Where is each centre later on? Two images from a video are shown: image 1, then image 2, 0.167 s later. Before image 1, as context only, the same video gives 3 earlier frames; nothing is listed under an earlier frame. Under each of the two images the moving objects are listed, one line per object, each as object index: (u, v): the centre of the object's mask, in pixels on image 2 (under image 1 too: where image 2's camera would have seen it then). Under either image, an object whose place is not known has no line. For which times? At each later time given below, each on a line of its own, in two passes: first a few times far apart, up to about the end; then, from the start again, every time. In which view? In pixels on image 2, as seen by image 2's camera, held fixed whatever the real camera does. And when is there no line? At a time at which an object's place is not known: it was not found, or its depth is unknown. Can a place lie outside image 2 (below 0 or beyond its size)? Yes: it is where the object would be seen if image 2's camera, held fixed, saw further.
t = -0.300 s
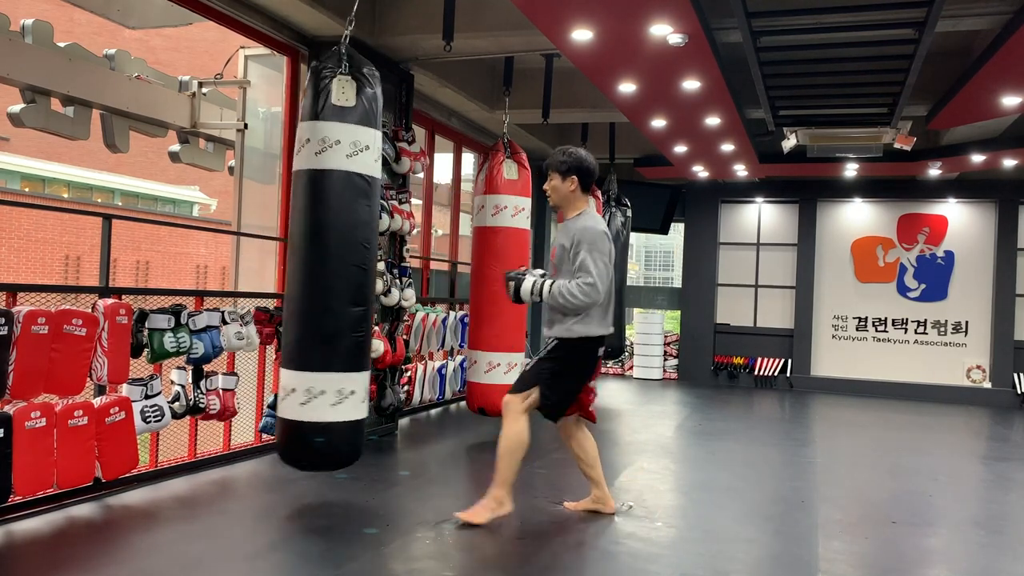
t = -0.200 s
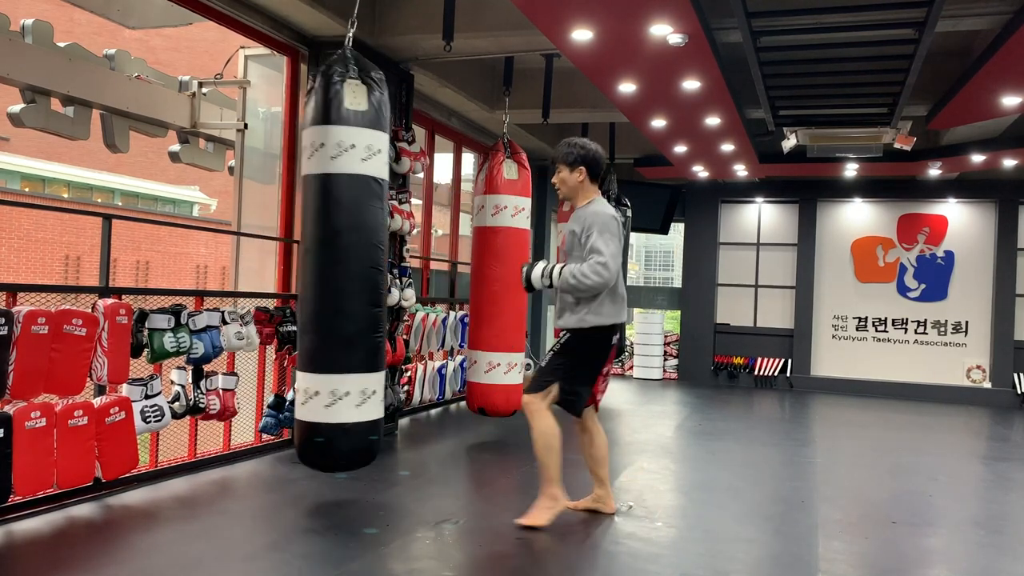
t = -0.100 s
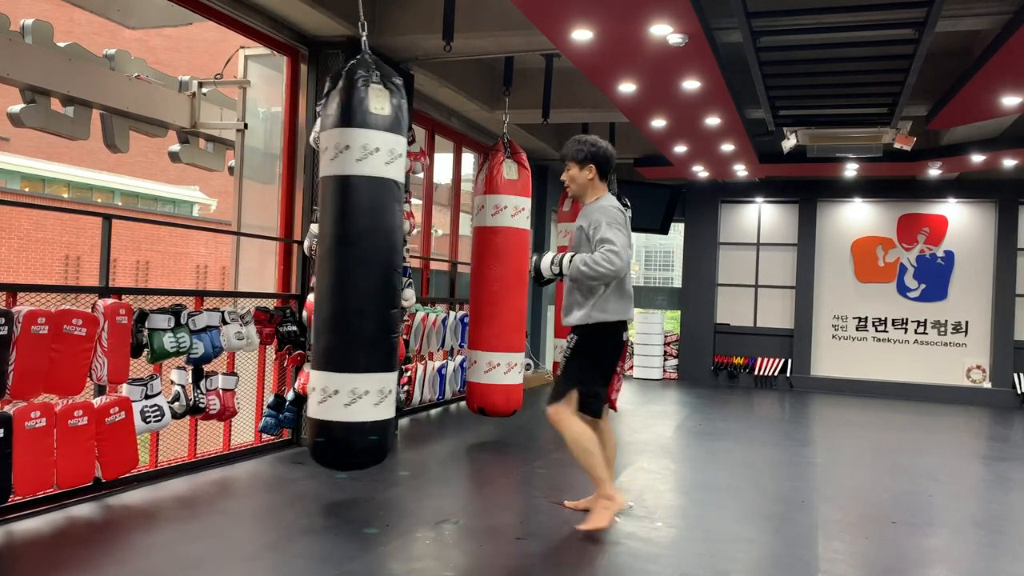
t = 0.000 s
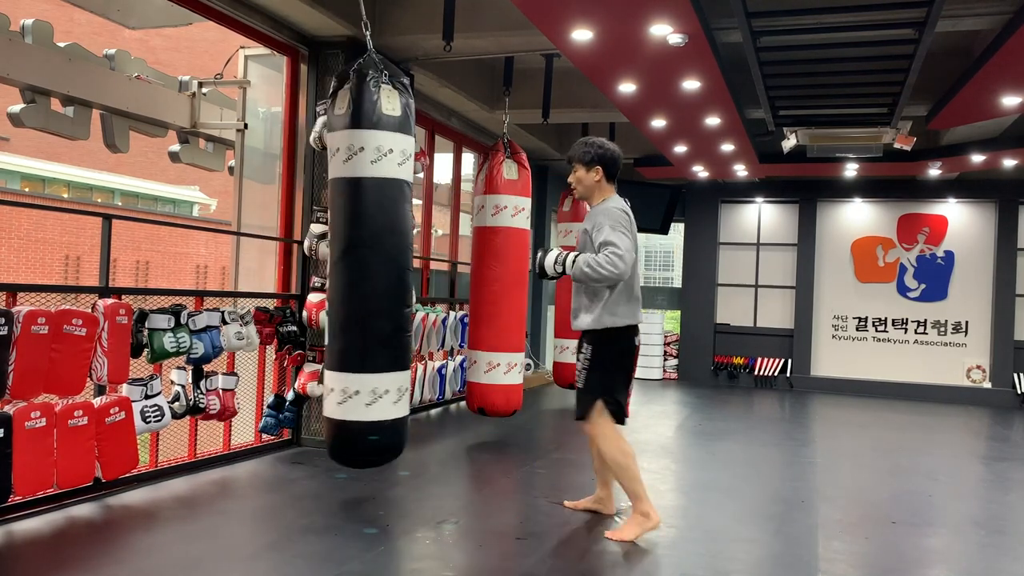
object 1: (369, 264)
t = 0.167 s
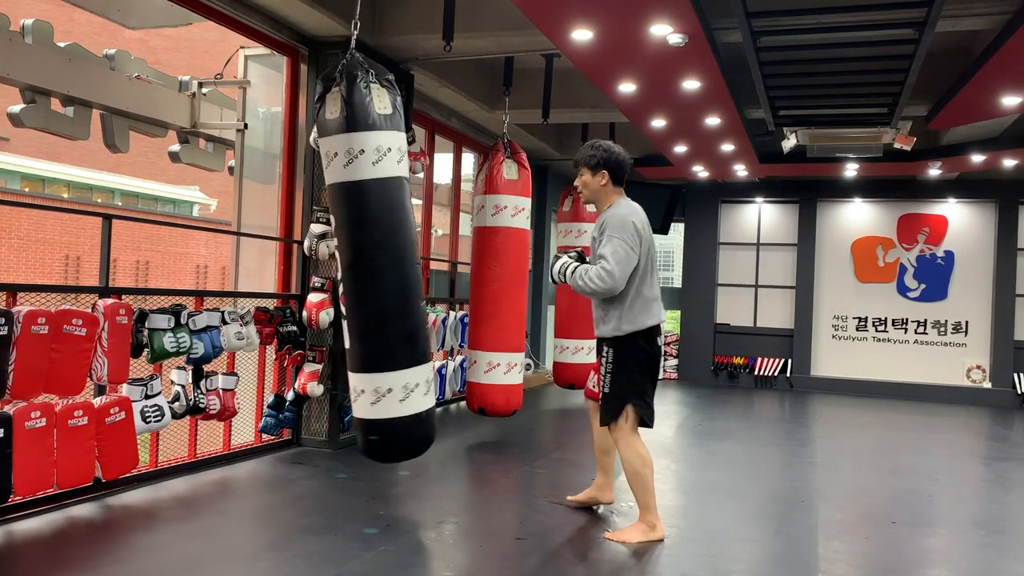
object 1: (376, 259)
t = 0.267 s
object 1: (382, 259)
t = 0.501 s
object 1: (389, 260)
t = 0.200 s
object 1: (378, 259)
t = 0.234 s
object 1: (380, 258)
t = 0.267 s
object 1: (382, 259)
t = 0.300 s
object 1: (386, 261)
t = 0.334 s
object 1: (388, 260)
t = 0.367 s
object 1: (390, 259)
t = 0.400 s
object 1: (391, 258)
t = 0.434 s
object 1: (391, 258)
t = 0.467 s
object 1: (390, 259)
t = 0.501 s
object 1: (389, 260)
